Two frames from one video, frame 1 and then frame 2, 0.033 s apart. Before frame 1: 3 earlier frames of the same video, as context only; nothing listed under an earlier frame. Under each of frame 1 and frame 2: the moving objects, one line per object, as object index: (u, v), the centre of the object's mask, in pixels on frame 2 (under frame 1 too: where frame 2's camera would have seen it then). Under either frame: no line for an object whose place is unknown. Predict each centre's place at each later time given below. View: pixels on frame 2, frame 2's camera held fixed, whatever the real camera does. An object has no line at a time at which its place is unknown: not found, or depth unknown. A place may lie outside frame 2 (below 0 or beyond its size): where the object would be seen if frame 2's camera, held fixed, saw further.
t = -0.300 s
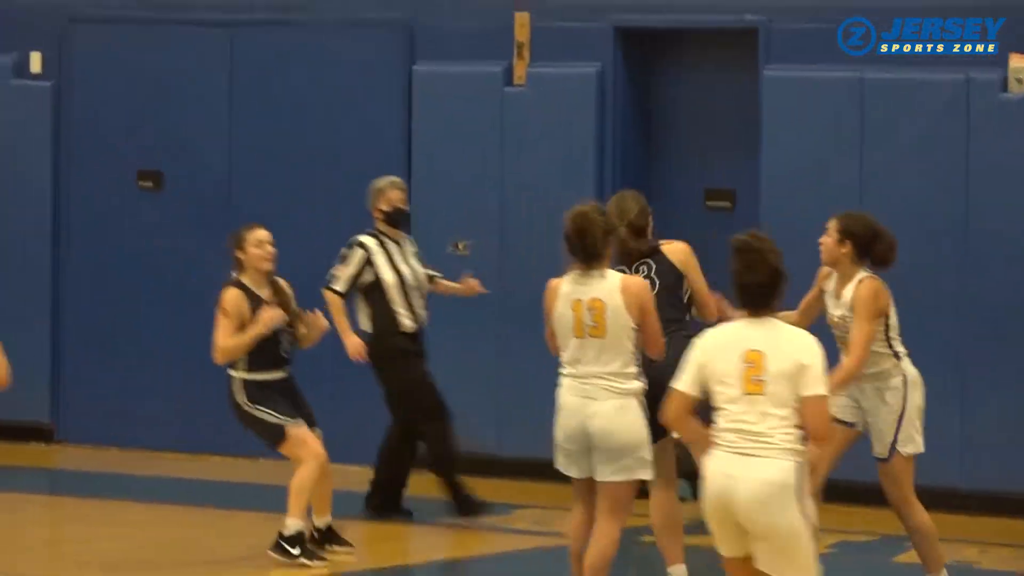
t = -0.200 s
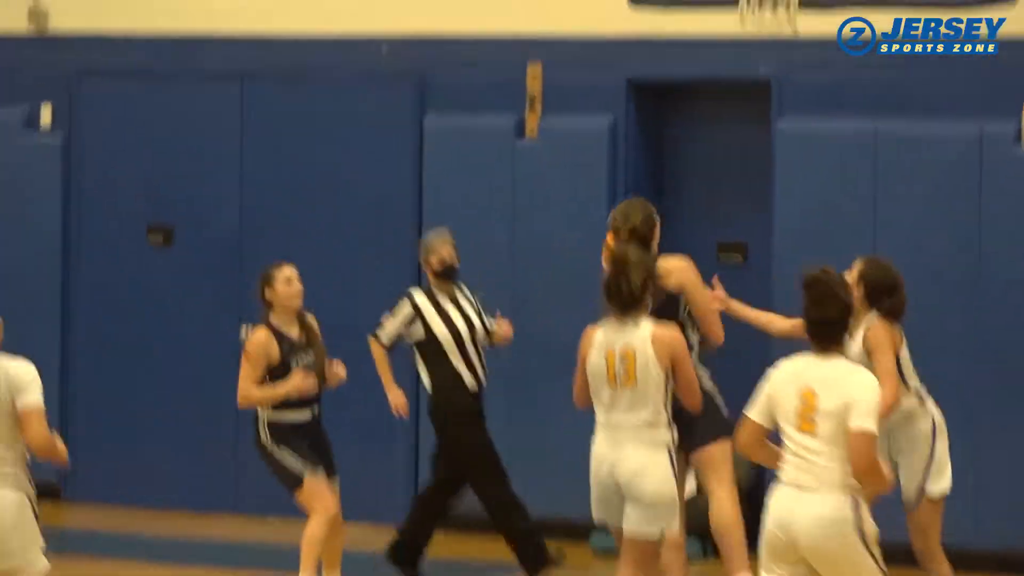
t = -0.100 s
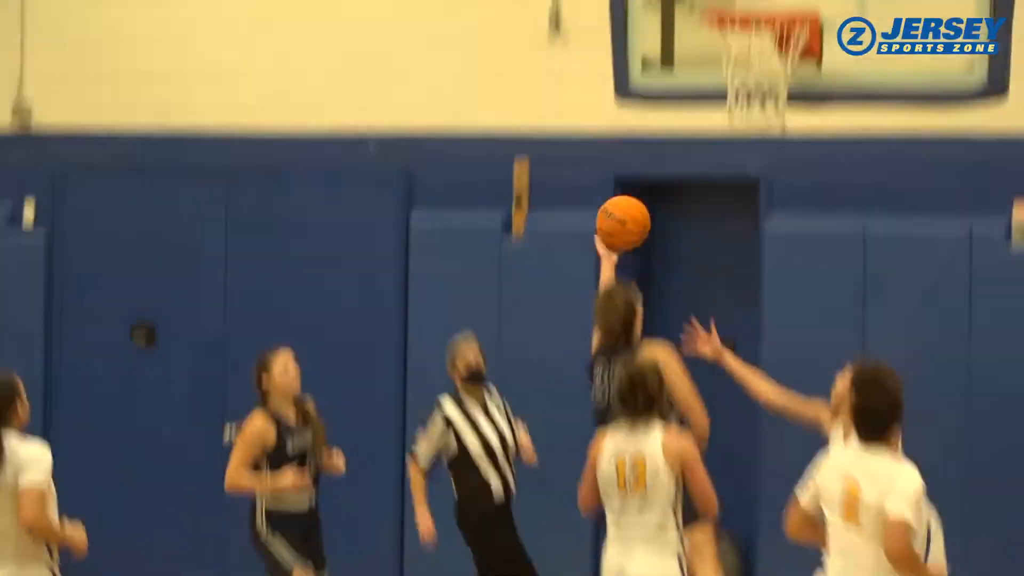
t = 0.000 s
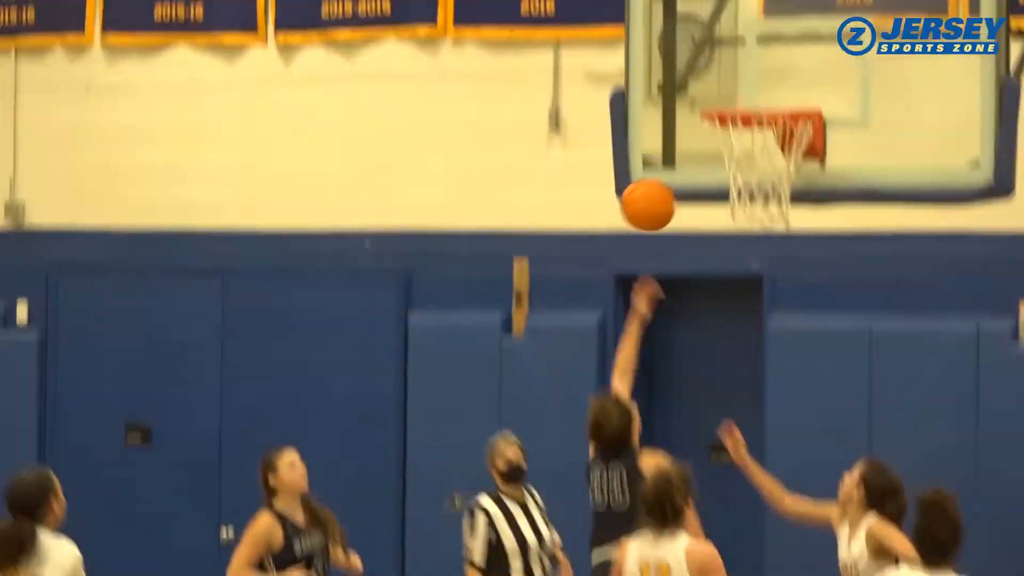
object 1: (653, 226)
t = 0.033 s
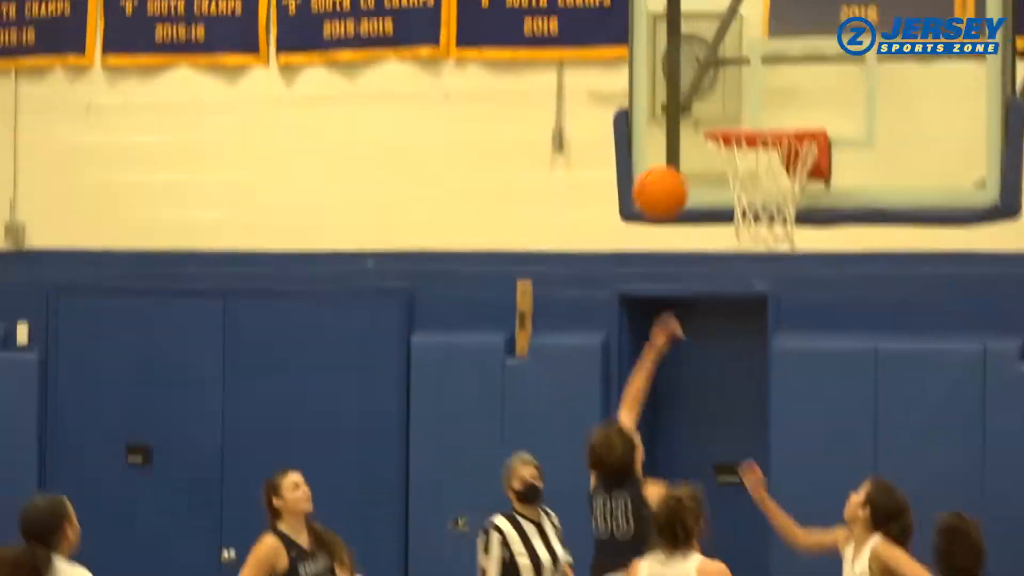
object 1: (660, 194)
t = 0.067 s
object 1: (668, 162)
